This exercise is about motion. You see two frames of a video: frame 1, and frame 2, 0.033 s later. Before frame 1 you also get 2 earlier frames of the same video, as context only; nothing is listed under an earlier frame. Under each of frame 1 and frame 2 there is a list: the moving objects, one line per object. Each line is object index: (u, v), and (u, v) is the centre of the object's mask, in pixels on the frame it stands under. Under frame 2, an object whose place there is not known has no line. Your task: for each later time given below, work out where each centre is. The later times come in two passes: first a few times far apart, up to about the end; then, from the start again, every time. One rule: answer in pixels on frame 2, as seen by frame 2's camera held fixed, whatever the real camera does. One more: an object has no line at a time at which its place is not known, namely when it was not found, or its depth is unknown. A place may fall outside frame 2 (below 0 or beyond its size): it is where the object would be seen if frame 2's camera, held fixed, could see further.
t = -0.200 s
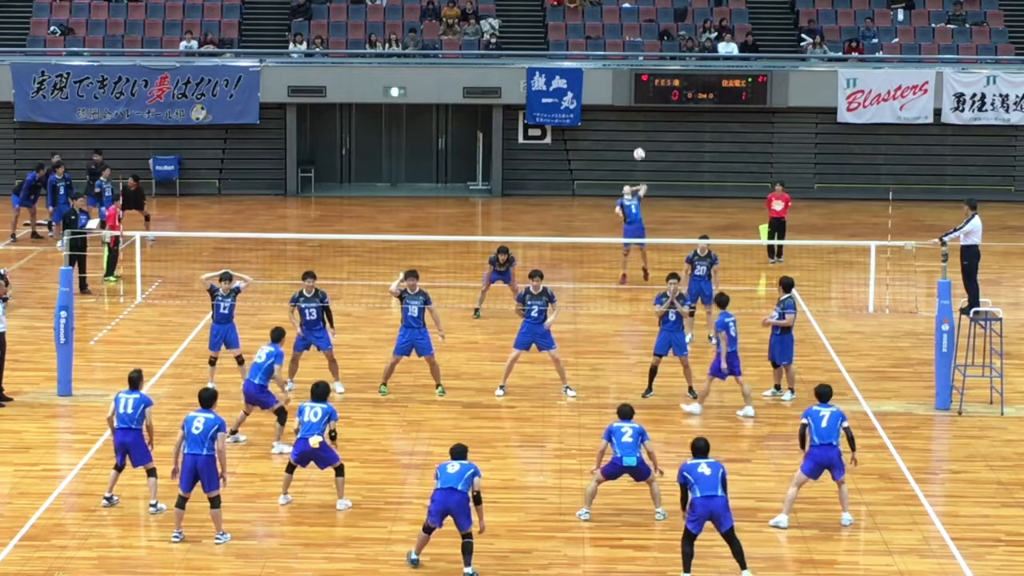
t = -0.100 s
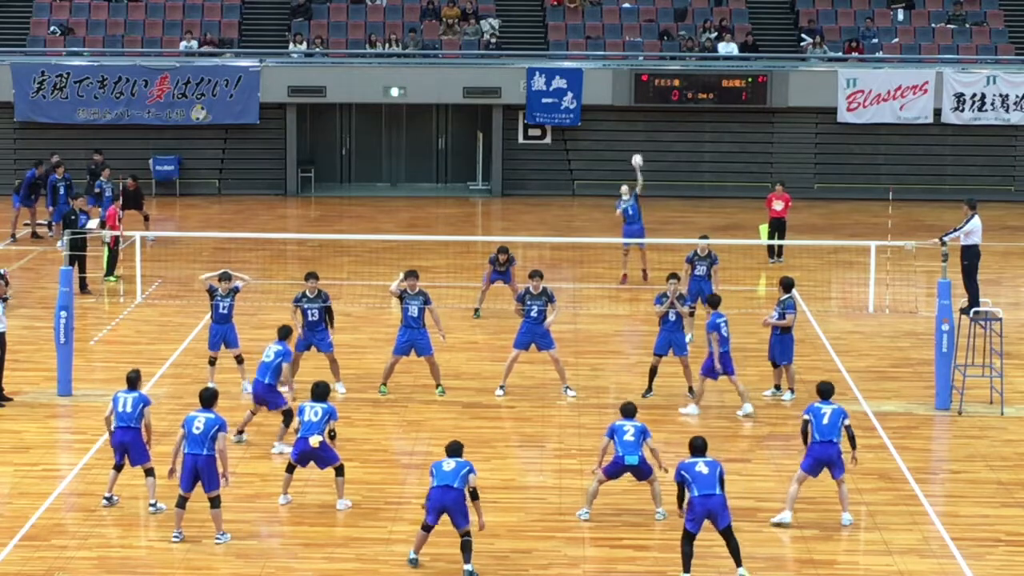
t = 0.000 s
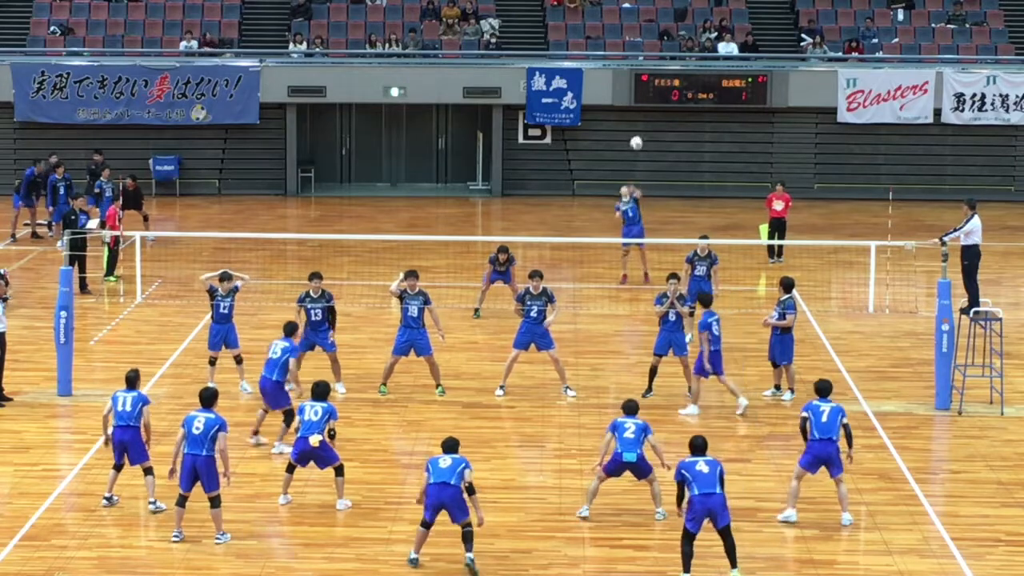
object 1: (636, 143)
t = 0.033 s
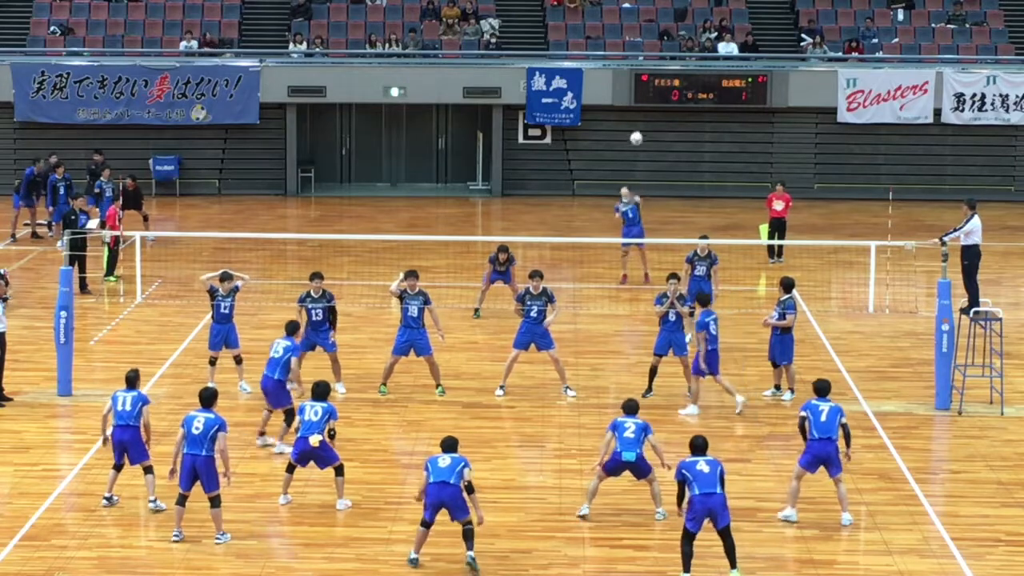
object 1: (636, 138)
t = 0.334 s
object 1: (634, 130)
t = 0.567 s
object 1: (628, 175)
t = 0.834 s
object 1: (625, 282)
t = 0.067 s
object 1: (636, 134)
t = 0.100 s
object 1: (636, 130)
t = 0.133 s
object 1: (635, 128)
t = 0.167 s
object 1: (635, 126)
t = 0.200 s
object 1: (635, 125)
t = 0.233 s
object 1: (635, 125)
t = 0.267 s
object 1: (634, 126)
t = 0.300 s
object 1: (634, 127)
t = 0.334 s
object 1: (634, 130)
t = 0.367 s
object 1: (633, 133)
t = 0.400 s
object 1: (632, 137)
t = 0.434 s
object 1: (631, 143)
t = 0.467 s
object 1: (630, 149)
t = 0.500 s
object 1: (629, 157)
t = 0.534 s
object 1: (628, 165)
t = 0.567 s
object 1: (628, 175)
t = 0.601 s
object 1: (628, 185)
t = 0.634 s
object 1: (627, 195)
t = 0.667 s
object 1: (627, 207)
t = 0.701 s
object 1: (626, 221)
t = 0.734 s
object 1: (626, 234)
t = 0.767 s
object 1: (626, 250)
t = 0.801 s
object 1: (626, 265)
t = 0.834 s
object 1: (625, 282)
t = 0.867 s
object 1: (625, 299)
